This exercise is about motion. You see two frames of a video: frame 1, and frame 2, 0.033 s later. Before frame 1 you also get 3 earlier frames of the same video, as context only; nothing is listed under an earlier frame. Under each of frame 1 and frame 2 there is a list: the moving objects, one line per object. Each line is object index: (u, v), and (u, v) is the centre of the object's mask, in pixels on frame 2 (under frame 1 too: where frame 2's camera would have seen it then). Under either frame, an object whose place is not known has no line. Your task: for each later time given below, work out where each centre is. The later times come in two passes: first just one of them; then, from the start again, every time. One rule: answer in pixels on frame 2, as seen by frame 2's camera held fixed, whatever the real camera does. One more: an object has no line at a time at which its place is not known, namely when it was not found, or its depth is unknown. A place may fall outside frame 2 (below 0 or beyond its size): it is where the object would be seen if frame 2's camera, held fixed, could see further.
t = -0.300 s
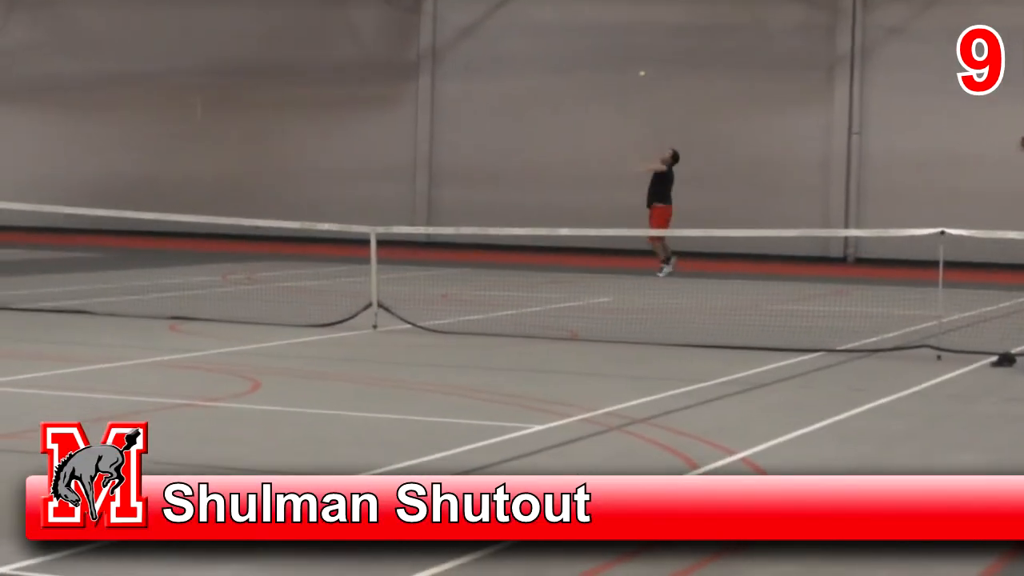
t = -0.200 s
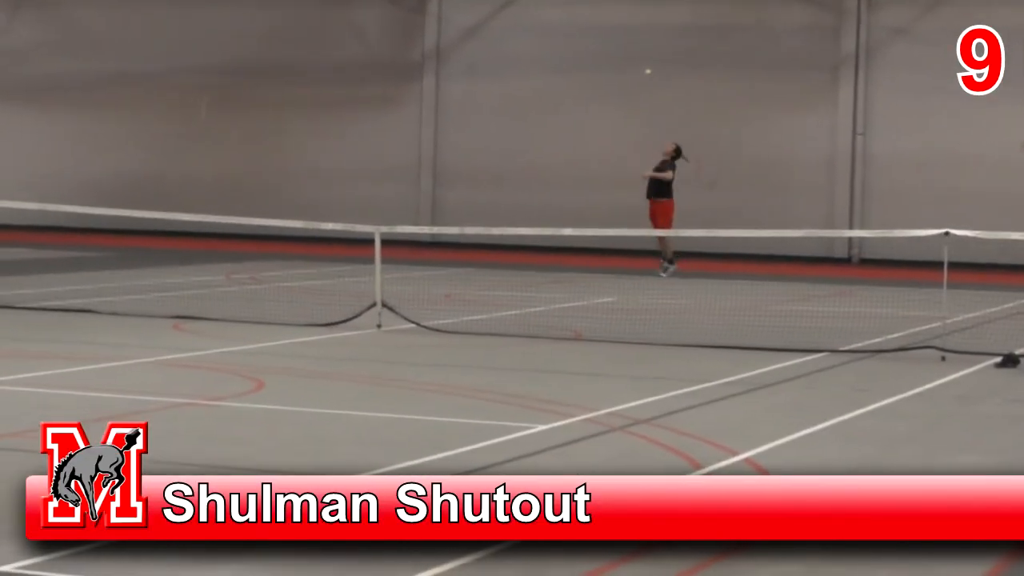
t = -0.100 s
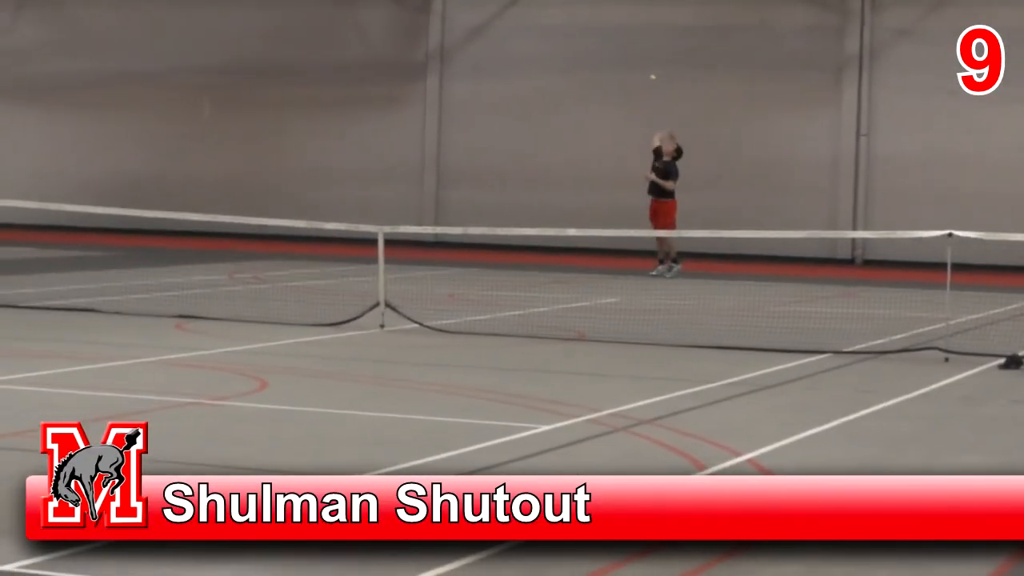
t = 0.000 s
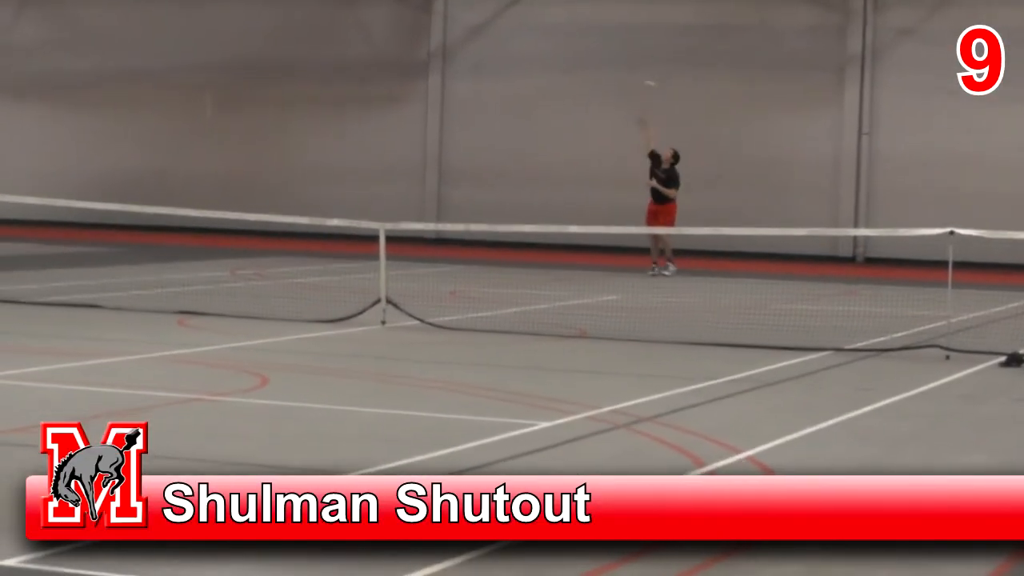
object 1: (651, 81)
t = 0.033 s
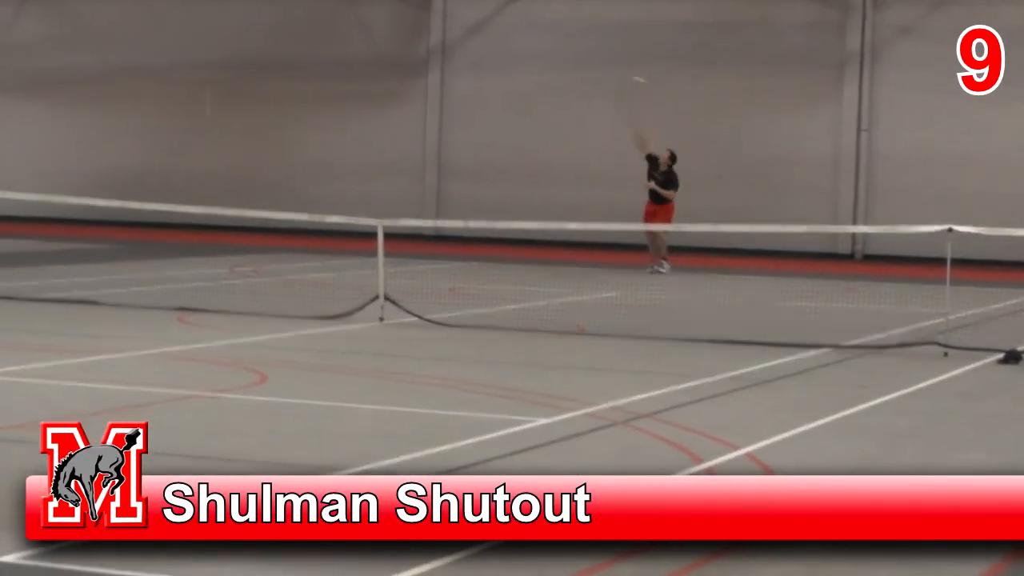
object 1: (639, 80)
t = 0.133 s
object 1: (608, 83)
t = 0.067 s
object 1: (625, 79)
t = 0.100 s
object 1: (617, 82)
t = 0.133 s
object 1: (608, 83)
